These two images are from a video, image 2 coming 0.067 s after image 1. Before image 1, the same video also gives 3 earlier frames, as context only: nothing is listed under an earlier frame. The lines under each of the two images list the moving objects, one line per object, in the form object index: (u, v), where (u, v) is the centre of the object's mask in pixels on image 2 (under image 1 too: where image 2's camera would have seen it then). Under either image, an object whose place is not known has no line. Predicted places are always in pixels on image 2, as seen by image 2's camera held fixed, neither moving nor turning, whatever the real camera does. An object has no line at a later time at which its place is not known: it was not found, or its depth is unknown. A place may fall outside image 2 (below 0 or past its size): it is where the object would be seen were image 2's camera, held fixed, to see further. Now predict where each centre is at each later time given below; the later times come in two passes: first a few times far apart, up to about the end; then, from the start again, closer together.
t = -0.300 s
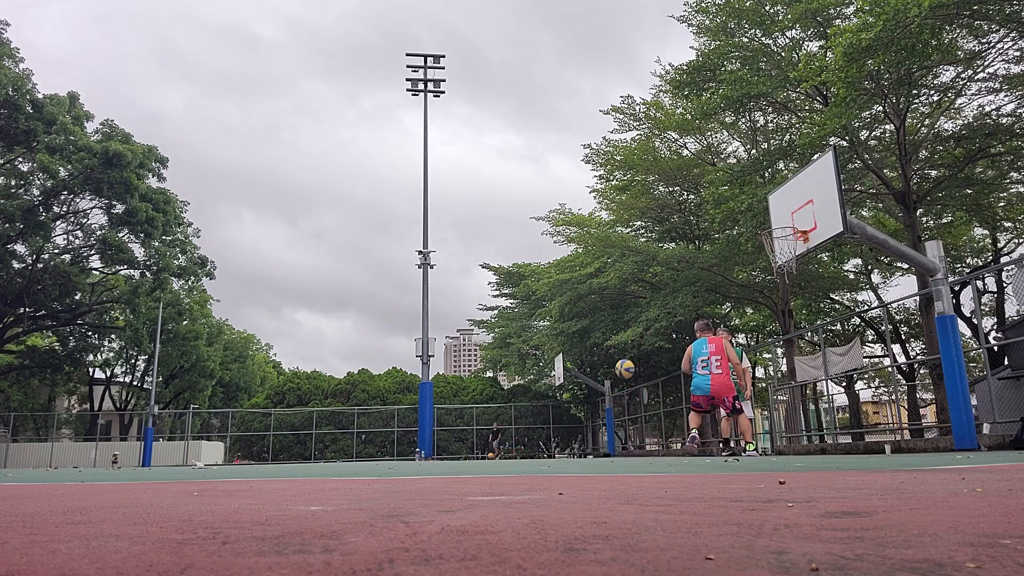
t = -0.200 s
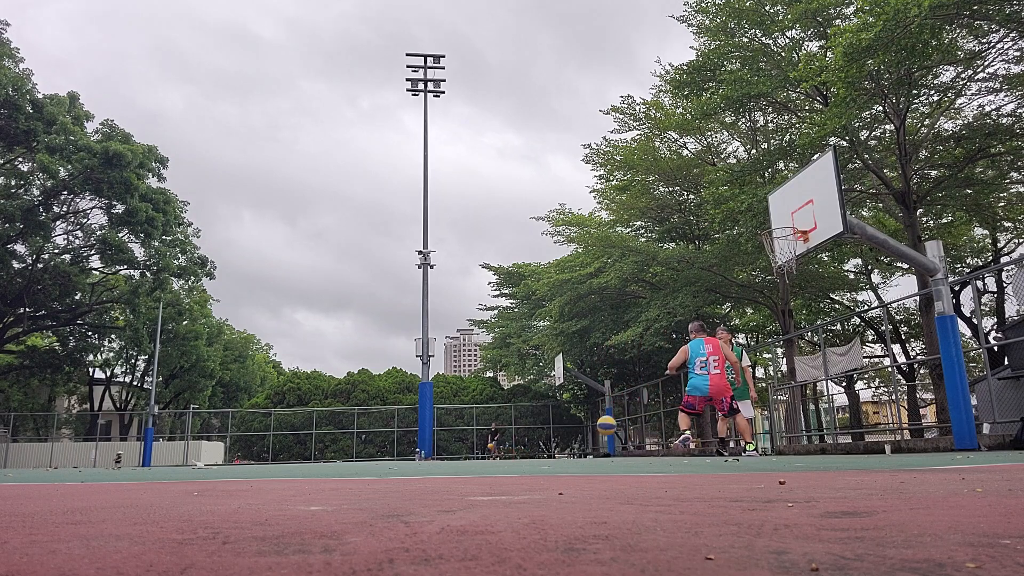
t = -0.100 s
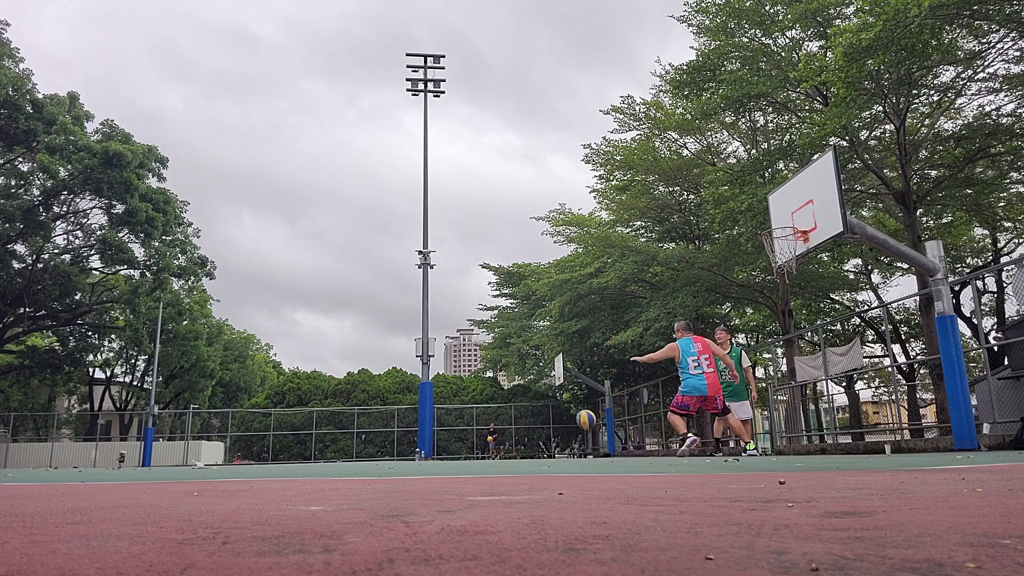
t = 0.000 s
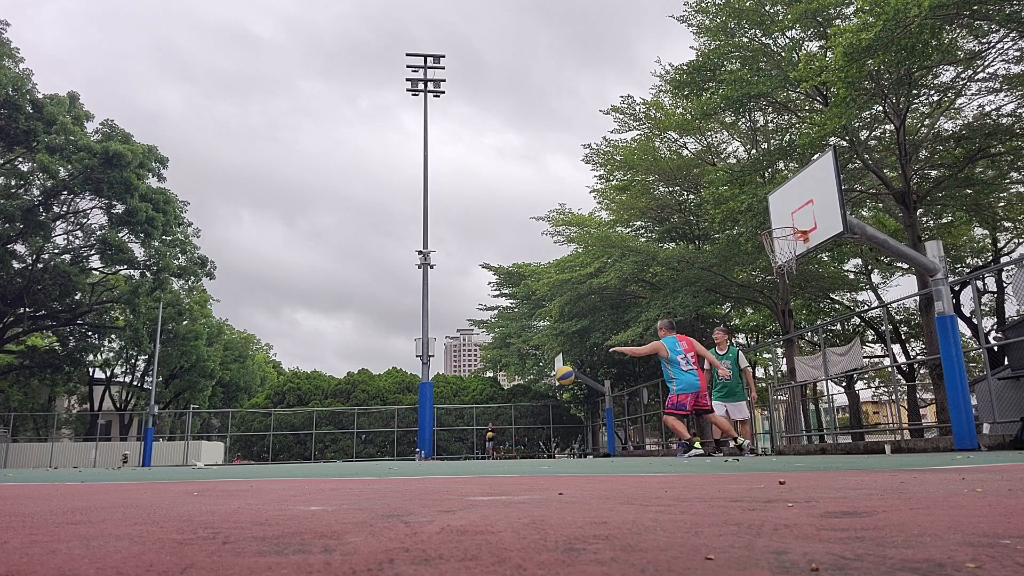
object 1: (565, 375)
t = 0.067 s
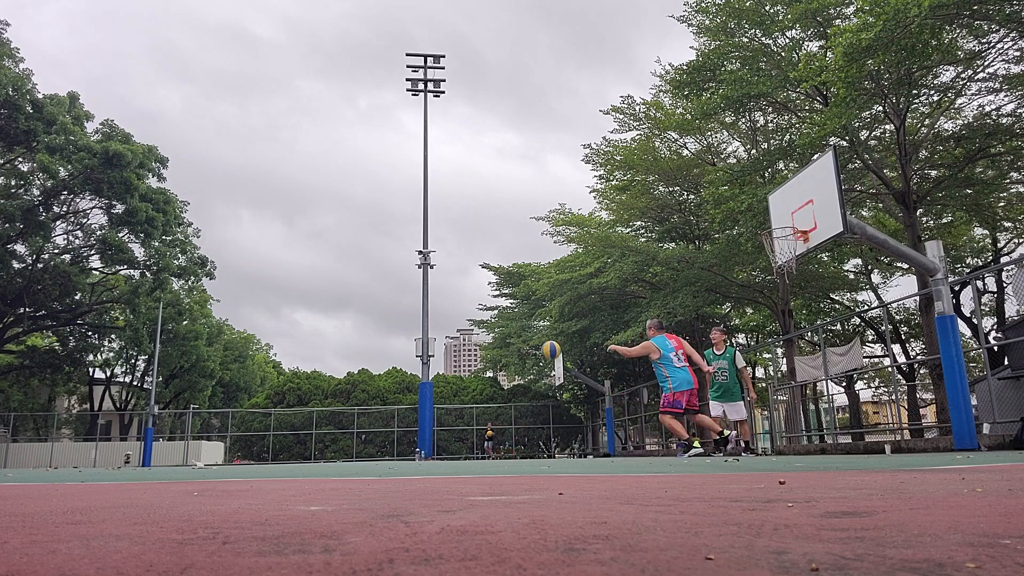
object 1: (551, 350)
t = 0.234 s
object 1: (517, 303)
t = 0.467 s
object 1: (470, 273)
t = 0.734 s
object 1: (416, 288)
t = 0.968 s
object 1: (365, 350)
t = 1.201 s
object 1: (310, 444)
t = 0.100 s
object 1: (544, 339)
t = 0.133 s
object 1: (537, 329)
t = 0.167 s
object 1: (530, 319)
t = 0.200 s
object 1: (524, 311)
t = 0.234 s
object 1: (517, 303)
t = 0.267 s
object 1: (511, 296)
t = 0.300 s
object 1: (504, 291)
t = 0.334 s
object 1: (497, 285)
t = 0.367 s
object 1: (490, 281)
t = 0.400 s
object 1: (484, 277)
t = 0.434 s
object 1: (477, 275)
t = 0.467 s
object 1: (470, 273)
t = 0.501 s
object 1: (464, 271)
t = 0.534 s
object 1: (457, 271)
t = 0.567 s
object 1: (450, 272)
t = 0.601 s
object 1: (443, 273)
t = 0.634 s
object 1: (437, 276)
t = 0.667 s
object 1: (430, 279)
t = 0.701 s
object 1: (423, 283)
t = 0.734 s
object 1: (416, 288)
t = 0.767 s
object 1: (409, 294)
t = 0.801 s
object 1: (402, 301)
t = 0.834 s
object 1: (395, 309)
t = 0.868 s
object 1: (388, 318)
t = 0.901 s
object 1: (380, 327)
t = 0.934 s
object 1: (373, 338)
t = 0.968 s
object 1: (365, 350)
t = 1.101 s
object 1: (334, 410)
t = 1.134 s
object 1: (326, 428)
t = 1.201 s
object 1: (310, 444)
